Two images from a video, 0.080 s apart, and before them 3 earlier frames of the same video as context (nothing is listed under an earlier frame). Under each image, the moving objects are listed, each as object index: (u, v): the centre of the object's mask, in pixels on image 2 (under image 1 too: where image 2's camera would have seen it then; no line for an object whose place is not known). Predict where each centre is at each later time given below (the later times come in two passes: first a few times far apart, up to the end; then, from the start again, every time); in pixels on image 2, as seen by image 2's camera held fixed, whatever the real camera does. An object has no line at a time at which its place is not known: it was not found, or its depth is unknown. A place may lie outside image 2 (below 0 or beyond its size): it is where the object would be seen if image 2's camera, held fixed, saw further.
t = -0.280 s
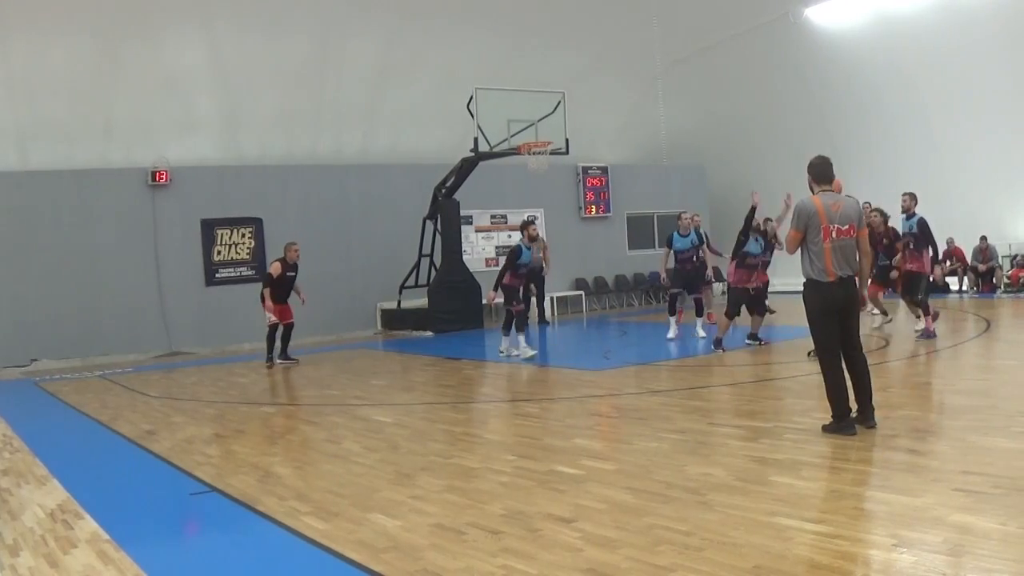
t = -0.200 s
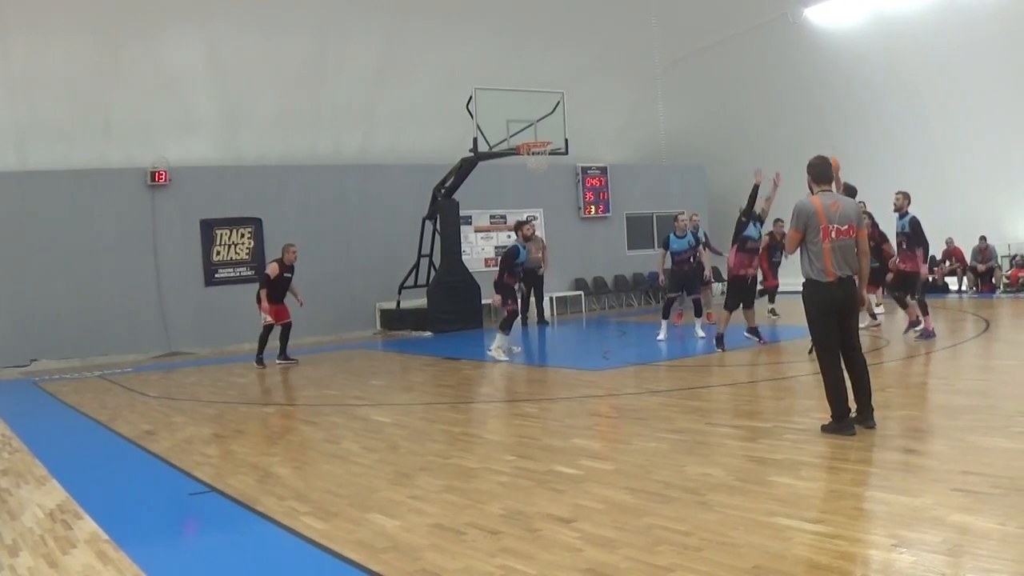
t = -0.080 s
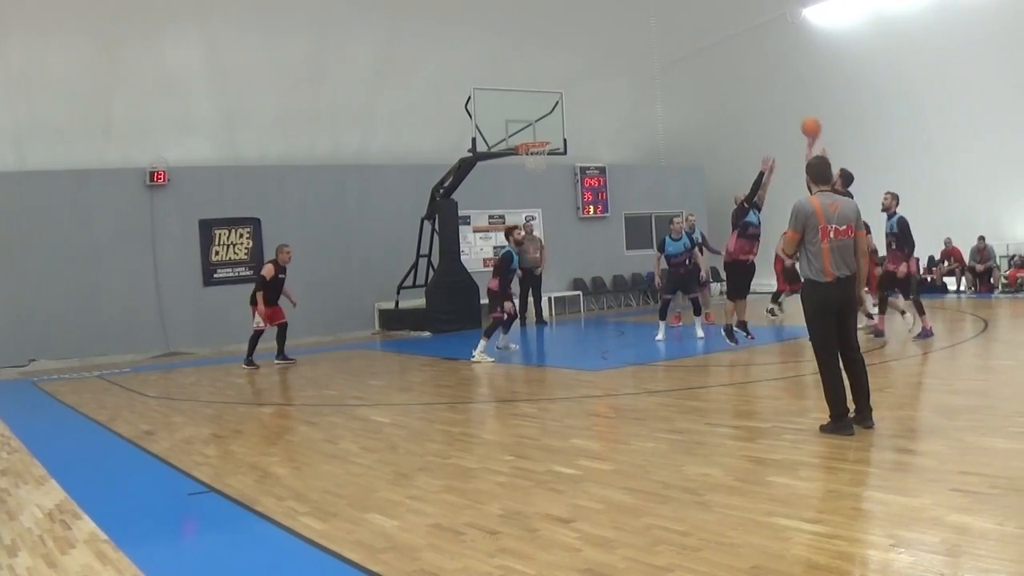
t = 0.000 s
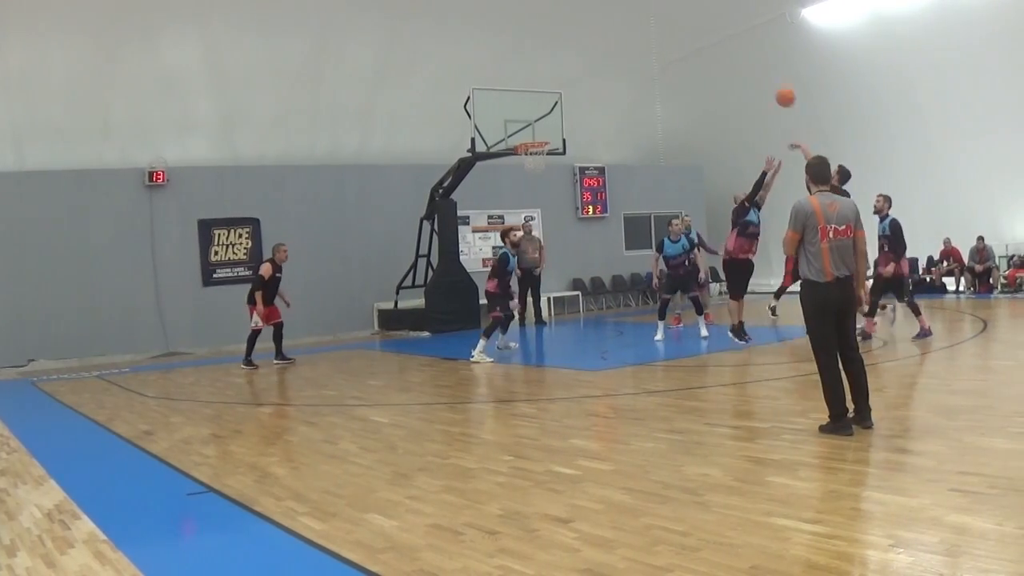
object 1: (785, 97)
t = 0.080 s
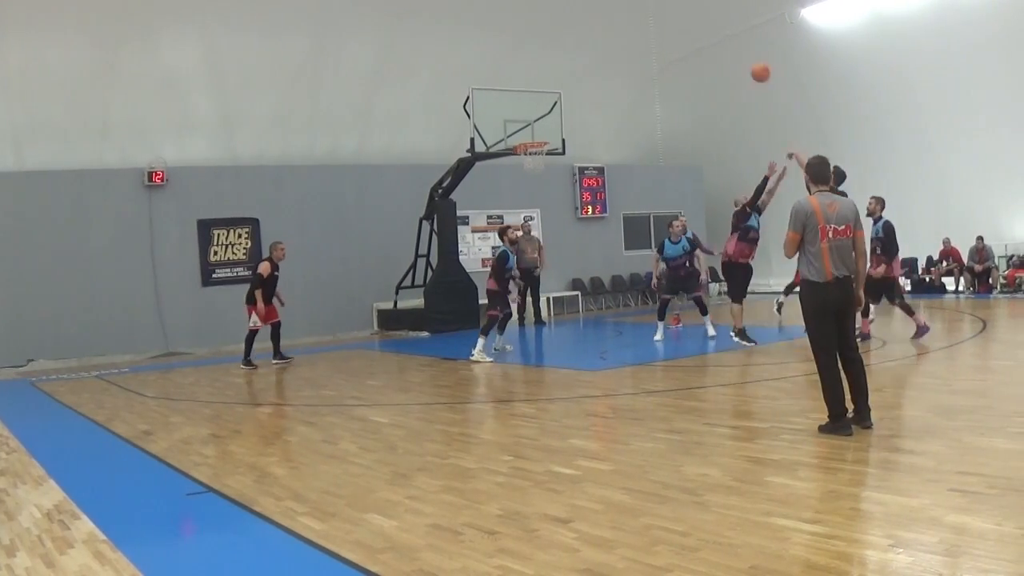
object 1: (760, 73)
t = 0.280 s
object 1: (705, 36)
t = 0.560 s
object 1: (643, 38)
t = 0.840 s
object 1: (592, 88)
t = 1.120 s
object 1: (549, 179)
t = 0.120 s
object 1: (749, 62)
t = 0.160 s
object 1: (737, 54)
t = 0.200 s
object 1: (726, 46)
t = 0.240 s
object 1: (716, 41)
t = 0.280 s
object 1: (705, 36)
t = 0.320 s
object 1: (696, 33)
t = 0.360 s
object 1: (686, 32)
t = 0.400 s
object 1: (677, 31)
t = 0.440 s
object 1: (668, 31)
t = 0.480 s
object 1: (659, 32)
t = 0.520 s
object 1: (651, 34)
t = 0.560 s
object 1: (643, 38)
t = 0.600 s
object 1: (635, 42)
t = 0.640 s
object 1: (628, 47)
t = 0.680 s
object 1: (620, 53)
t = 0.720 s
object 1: (613, 61)
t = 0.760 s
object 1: (606, 70)
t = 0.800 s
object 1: (599, 79)
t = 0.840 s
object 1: (592, 88)
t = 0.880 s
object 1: (585, 98)
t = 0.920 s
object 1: (579, 110)
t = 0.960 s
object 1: (573, 122)
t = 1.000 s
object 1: (567, 135)
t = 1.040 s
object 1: (560, 149)
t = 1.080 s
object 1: (556, 164)
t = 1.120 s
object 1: (549, 179)
